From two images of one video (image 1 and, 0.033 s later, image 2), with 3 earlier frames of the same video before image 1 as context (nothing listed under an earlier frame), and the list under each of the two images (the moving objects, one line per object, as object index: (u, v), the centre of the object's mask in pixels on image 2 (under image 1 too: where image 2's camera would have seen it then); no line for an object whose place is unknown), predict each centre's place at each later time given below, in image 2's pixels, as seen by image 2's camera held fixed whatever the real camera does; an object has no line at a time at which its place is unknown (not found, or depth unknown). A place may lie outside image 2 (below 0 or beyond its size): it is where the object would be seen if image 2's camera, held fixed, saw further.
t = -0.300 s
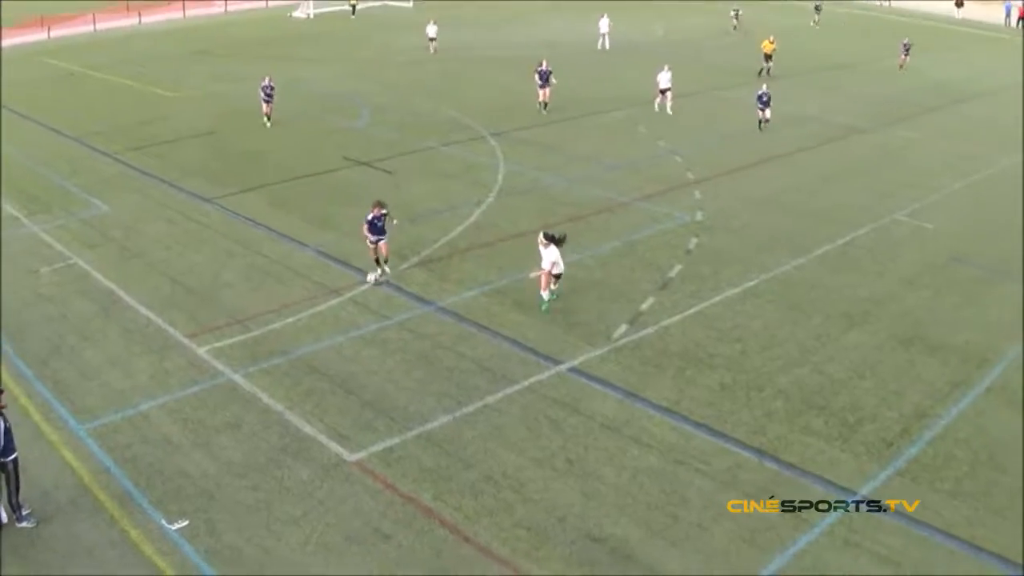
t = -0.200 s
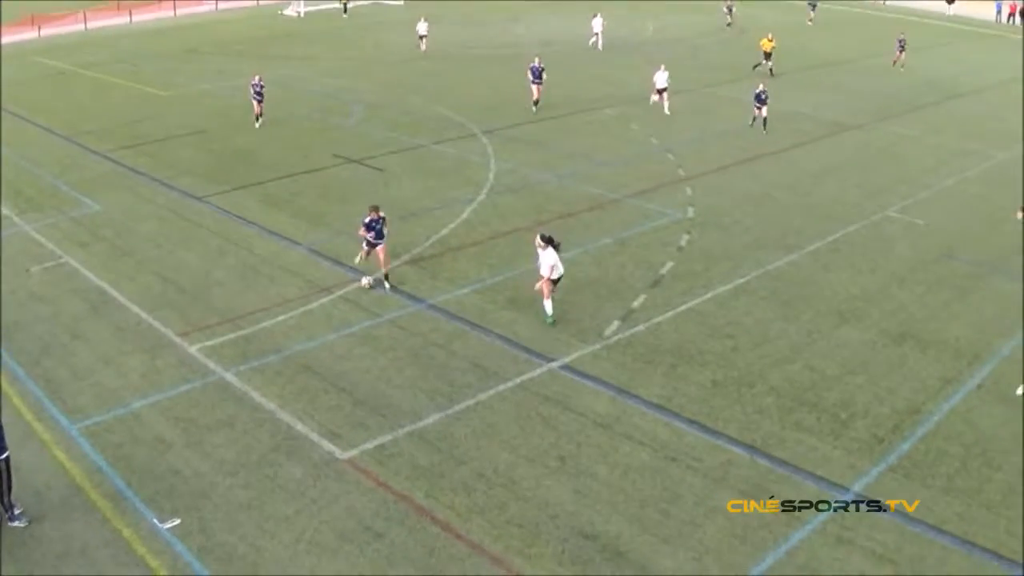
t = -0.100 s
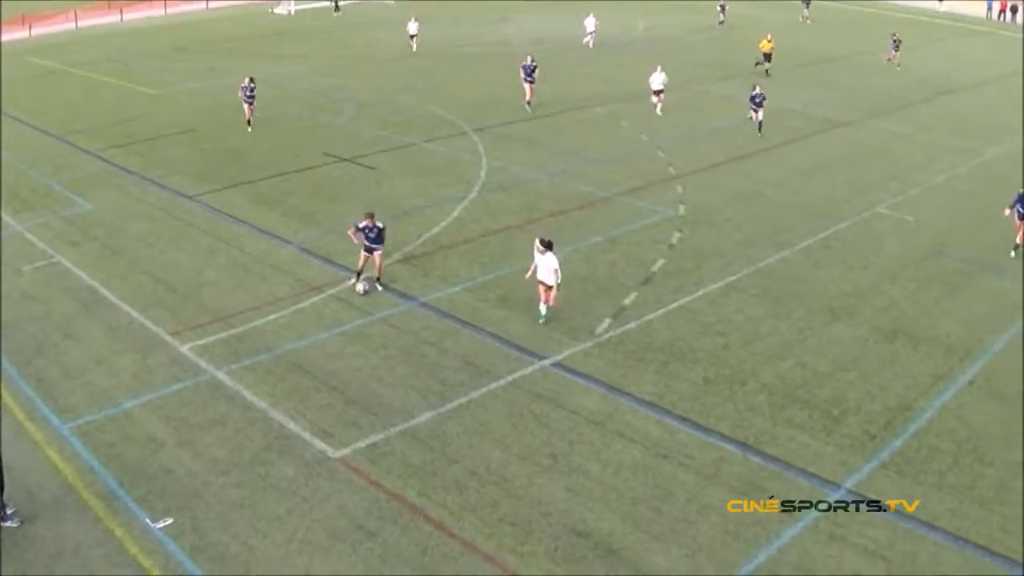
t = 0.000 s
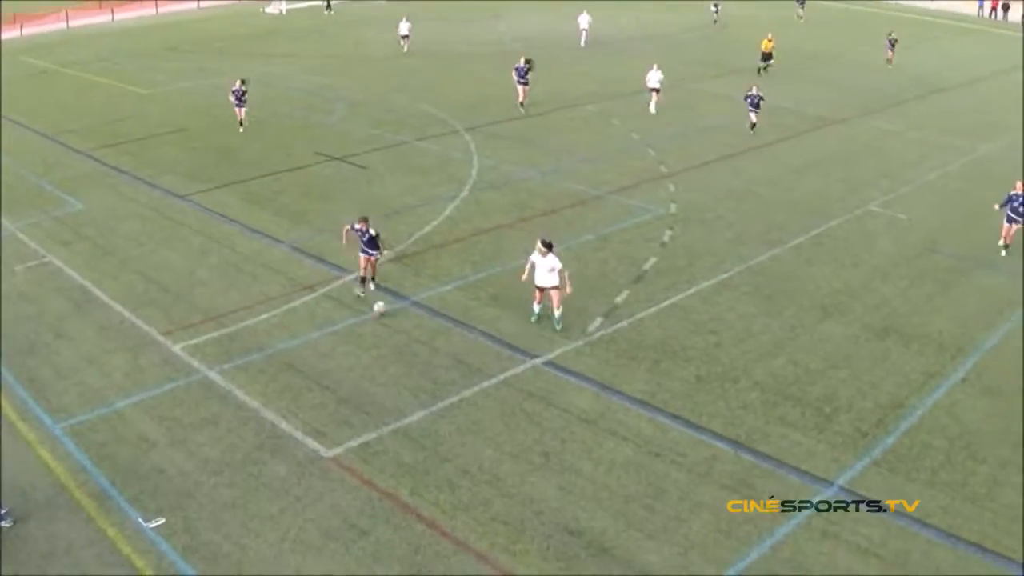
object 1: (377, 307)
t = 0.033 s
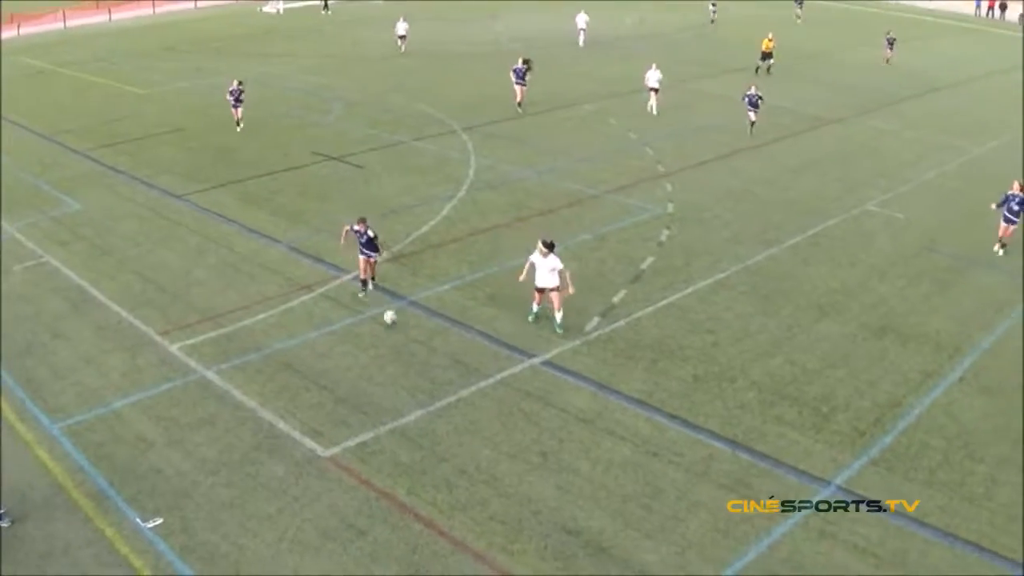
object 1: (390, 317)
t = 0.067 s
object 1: (402, 327)
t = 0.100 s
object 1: (415, 339)
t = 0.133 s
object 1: (430, 351)
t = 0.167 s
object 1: (442, 360)
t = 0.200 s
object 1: (456, 368)
